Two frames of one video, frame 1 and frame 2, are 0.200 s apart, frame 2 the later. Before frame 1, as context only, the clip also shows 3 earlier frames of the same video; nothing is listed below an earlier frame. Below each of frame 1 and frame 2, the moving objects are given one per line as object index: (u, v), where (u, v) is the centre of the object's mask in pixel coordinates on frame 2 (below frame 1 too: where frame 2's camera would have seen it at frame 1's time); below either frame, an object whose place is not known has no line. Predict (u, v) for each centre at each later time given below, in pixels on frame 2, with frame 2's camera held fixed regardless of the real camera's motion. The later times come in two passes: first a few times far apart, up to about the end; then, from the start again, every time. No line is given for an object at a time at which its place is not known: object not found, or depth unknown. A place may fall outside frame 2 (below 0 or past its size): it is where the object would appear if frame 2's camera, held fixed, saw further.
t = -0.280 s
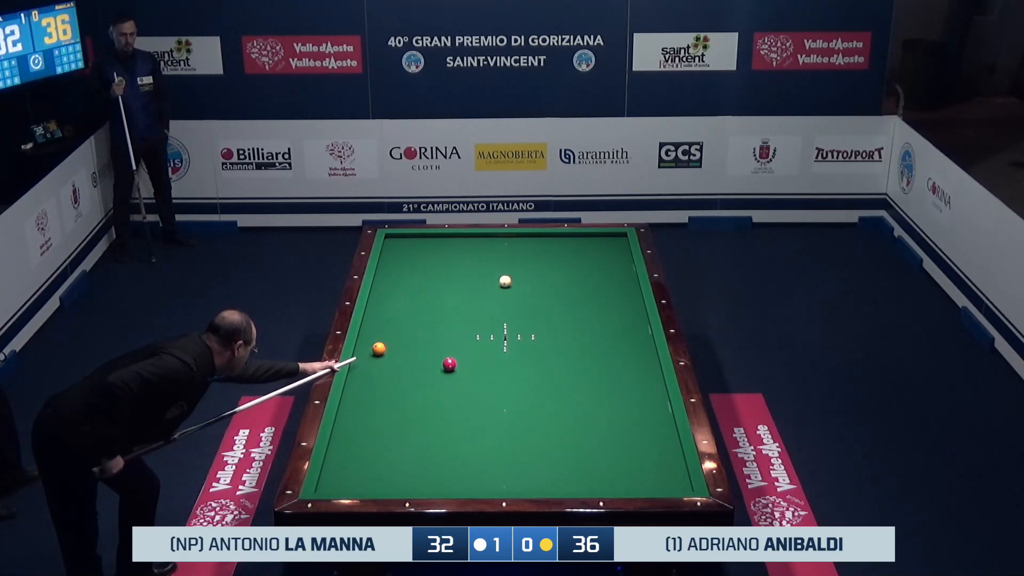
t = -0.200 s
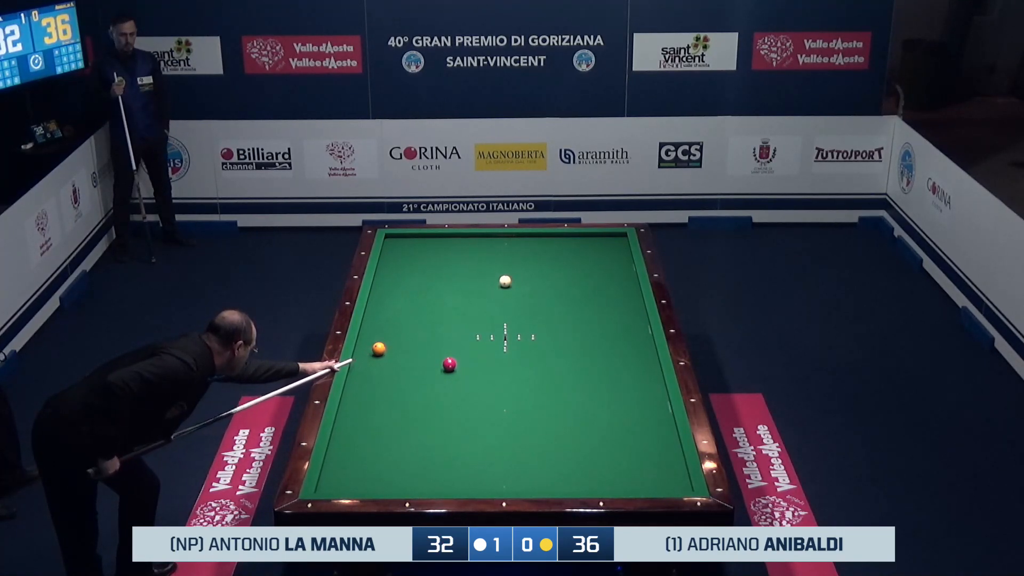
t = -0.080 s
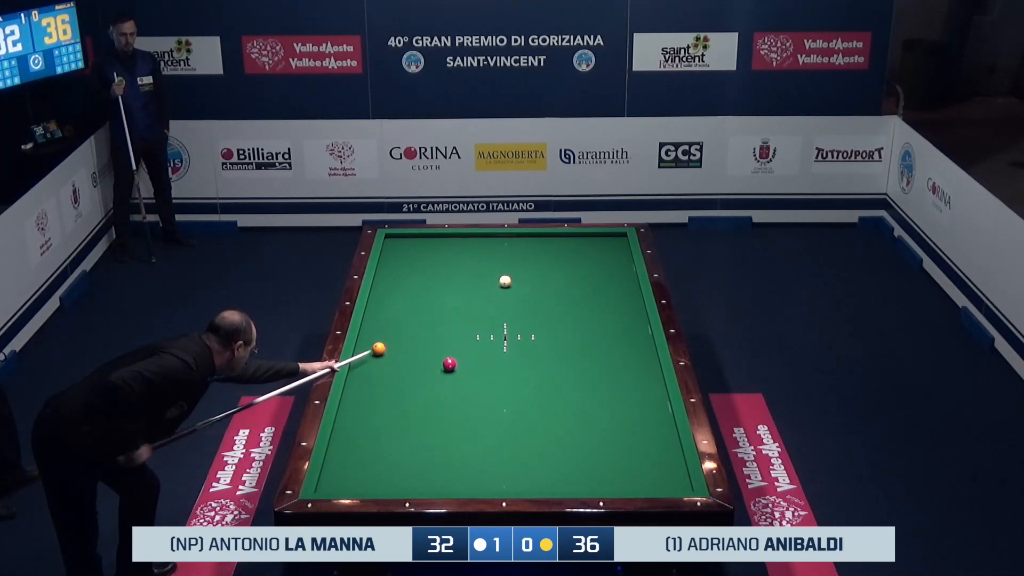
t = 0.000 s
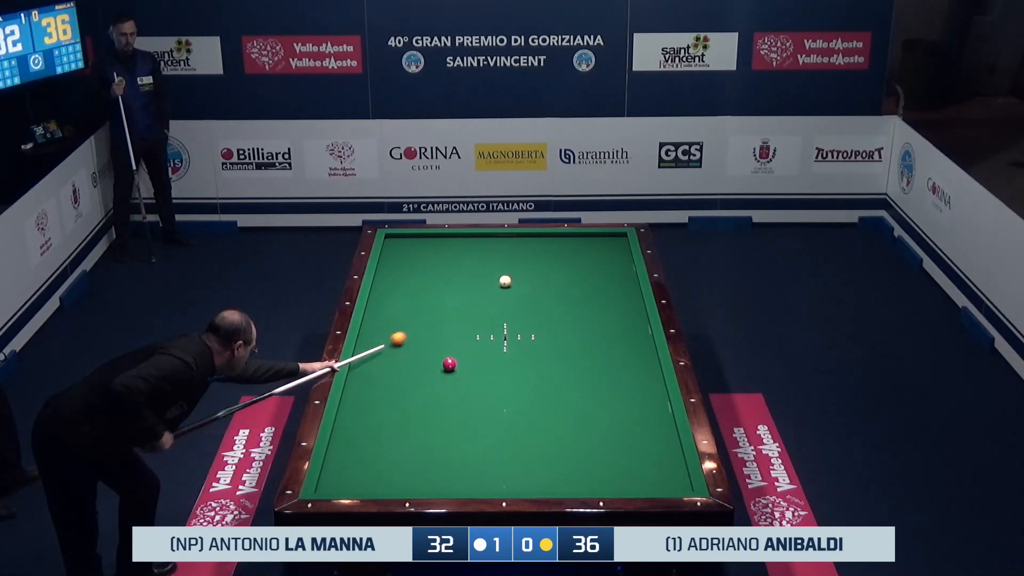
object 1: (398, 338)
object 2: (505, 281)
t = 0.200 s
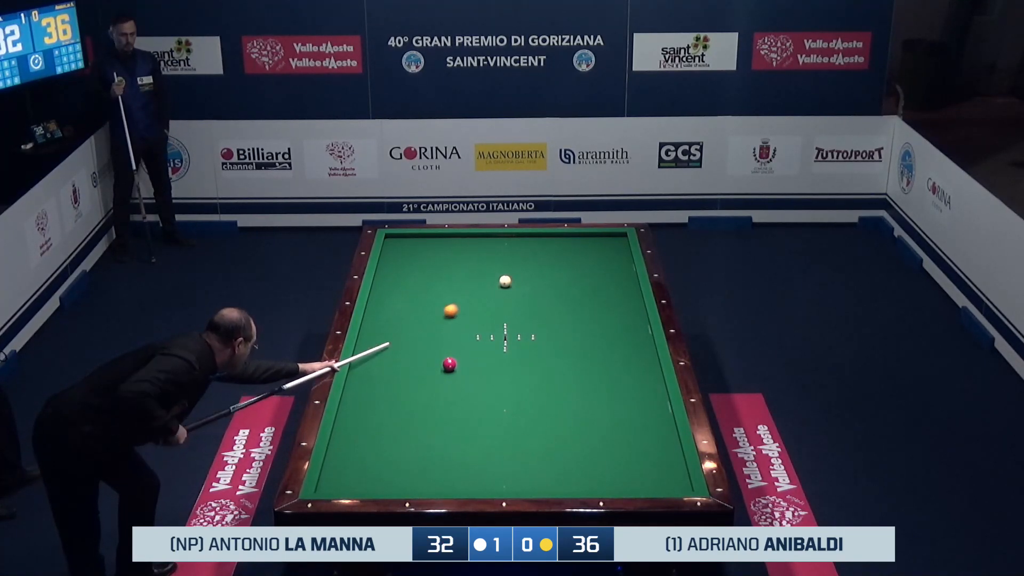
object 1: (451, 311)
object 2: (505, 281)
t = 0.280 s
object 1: (468, 302)
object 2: (505, 281)
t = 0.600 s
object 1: (504, 284)
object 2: (531, 266)
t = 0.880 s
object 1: (521, 278)
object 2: (562, 247)
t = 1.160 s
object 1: (537, 272)
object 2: (588, 236)
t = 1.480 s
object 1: (554, 266)
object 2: (613, 247)
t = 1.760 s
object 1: (568, 260)
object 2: (622, 256)
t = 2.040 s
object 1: (582, 255)
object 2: (612, 264)
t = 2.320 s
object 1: (594, 250)
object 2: (602, 273)
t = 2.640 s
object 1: (608, 245)
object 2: (590, 283)
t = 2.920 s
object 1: (619, 241)
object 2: (579, 292)
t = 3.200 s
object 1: (618, 237)
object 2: (569, 301)
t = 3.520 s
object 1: (610, 235)
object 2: (556, 312)
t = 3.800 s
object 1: (605, 237)
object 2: (545, 321)
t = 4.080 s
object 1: (599, 238)
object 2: (534, 330)
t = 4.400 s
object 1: (594, 240)
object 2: (521, 340)
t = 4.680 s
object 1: (589, 241)
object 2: (510, 350)
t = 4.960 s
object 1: (585, 242)
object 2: (498, 359)
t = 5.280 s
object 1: (581, 244)
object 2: (486, 369)
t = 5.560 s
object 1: (577, 245)
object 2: (474, 378)
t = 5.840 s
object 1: (575, 245)
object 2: (463, 387)
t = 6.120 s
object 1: (572, 246)
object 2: (452, 396)
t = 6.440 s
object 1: (569, 246)
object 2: (439, 407)
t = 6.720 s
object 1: (568, 247)
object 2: (428, 415)
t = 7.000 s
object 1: (566, 247)
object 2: (417, 424)
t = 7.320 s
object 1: (565, 247)
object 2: (405, 434)
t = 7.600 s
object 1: (565, 247)
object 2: (394, 442)
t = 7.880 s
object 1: (565, 247)
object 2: (384, 451)
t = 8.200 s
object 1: (565, 247)
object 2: (372, 460)
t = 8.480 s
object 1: (565, 247)
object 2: (363, 467)
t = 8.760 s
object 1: (565, 247)
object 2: (353, 475)
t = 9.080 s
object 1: (565, 247)
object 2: (343, 483)
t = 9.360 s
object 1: (565, 247)
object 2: (335, 487)
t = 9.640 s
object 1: (565, 247)
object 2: (331, 486)
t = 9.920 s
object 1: (565, 247)
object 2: (328, 484)
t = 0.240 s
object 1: (460, 306)
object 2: (505, 281)
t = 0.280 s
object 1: (468, 302)
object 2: (505, 281)
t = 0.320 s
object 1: (476, 297)
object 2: (505, 281)
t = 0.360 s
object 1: (485, 293)
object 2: (505, 281)
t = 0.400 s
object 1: (492, 289)
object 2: (505, 281)
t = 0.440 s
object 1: (499, 286)
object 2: (507, 279)
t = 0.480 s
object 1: (500, 285)
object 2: (513, 276)
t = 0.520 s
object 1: (501, 285)
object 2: (519, 272)
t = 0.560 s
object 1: (503, 285)
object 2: (525, 269)
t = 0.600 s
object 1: (504, 284)
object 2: (531, 266)
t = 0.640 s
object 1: (507, 284)
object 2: (536, 263)
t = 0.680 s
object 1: (509, 283)
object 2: (541, 259)
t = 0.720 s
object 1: (511, 282)
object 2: (546, 257)
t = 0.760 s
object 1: (514, 281)
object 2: (550, 254)
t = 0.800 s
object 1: (516, 280)
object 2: (554, 252)
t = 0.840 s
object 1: (518, 279)
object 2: (558, 250)
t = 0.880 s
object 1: (521, 278)
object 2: (562, 247)
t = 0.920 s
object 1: (523, 277)
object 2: (566, 245)
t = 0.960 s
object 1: (526, 276)
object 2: (570, 243)
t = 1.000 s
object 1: (528, 276)
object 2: (574, 240)
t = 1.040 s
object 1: (530, 275)
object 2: (577, 238)
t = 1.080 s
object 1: (532, 274)
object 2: (581, 236)
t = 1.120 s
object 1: (535, 273)
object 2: (585, 234)
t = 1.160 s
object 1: (537, 272)
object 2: (588, 236)
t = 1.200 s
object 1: (539, 271)
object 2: (591, 238)
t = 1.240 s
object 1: (541, 270)
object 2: (594, 239)
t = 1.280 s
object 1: (543, 270)
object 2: (597, 241)
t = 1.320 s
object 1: (546, 269)
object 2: (600, 242)
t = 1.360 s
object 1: (548, 268)
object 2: (604, 243)
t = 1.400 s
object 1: (550, 267)
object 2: (607, 245)
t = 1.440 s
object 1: (552, 266)
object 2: (610, 246)
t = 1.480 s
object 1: (554, 266)
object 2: (613, 247)
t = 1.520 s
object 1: (556, 265)
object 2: (616, 248)
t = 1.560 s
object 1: (558, 264)
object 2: (619, 249)
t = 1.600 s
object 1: (560, 263)
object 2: (623, 251)
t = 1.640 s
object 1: (562, 262)
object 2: (626, 252)
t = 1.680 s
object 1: (564, 262)
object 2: (625, 253)
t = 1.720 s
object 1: (566, 261)
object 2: (624, 254)
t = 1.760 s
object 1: (568, 260)
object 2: (622, 256)
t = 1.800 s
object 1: (570, 259)
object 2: (621, 257)
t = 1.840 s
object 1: (572, 258)
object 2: (619, 258)
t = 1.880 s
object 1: (574, 258)
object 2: (618, 259)
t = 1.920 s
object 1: (576, 257)
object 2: (616, 261)
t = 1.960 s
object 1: (578, 256)
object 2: (615, 262)
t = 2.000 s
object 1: (580, 256)
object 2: (613, 263)
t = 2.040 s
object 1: (582, 255)
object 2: (612, 264)
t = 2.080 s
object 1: (583, 254)
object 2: (611, 266)
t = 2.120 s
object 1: (585, 254)
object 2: (609, 267)
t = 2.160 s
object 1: (587, 253)
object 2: (608, 268)
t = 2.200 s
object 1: (589, 252)
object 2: (606, 269)
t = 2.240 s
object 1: (591, 251)
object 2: (605, 271)
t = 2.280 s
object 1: (593, 251)
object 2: (603, 272)
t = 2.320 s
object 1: (594, 250)
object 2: (602, 273)
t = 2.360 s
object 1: (596, 249)
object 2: (600, 274)
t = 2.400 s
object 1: (598, 249)
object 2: (599, 276)
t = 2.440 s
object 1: (599, 248)
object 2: (597, 277)
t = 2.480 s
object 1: (601, 248)
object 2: (596, 278)
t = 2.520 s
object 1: (603, 247)
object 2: (594, 279)
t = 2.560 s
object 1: (605, 246)
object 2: (593, 281)
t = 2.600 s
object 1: (607, 246)
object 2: (591, 282)
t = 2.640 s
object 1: (608, 245)
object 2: (590, 283)
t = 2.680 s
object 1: (610, 244)
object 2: (588, 284)
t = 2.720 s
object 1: (611, 244)
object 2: (587, 286)
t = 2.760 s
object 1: (613, 243)
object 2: (585, 287)
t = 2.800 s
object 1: (614, 243)
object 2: (584, 288)
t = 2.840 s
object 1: (616, 242)
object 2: (582, 290)
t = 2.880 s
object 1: (618, 241)
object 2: (581, 291)
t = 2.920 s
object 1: (619, 241)
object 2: (579, 292)
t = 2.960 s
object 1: (621, 240)
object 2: (578, 293)
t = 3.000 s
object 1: (622, 240)
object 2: (576, 295)
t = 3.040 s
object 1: (622, 239)
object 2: (575, 296)
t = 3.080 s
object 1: (622, 238)
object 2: (573, 297)
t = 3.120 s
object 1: (620, 238)
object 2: (572, 299)
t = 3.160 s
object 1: (619, 238)
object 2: (570, 300)
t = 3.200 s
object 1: (618, 237)
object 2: (569, 301)
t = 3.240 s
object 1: (617, 237)
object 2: (567, 302)
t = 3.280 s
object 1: (616, 236)
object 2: (565, 304)
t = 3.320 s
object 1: (615, 236)
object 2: (564, 305)
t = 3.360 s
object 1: (614, 235)
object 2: (562, 306)
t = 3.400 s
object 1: (613, 235)
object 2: (561, 308)
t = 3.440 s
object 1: (612, 235)
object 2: (559, 309)
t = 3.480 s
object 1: (611, 235)
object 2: (558, 310)
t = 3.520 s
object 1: (610, 235)
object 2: (556, 312)
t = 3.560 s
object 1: (610, 235)
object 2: (554, 313)
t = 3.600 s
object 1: (609, 235)
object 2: (553, 314)
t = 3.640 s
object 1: (608, 235)
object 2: (551, 316)
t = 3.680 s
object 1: (607, 236)
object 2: (550, 317)
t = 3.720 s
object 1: (606, 236)
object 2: (548, 318)
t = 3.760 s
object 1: (606, 236)
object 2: (547, 319)
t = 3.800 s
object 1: (605, 237)
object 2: (545, 321)
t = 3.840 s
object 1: (604, 237)
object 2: (543, 322)
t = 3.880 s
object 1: (603, 237)
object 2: (542, 323)
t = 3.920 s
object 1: (603, 237)
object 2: (540, 325)
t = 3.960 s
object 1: (602, 237)
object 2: (539, 326)
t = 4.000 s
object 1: (601, 238)
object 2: (537, 327)
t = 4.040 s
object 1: (600, 238)
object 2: (536, 329)
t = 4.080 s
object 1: (599, 238)
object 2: (534, 330)
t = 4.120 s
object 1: (599, 238)
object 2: (532, 331)
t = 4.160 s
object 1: (598, 238)
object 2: (531, 333)
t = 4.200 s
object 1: (597, 239)
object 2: (529, 334)
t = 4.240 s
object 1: (596, 239)
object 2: (528, 335)
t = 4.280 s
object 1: (596, 239)
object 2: (526, 336)
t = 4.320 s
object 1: (595, 239)
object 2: (524, 338)
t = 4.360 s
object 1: (594, 240)
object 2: (523, 339)
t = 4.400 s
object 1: (594, 240)
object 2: (521, 340)
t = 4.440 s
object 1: (593, 240)
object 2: (519, 341)
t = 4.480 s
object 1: (592, 240)
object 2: (518, 343)
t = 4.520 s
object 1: (592, 240)
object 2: (516, 344)
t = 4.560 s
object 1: (591, 240)
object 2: (515, 346)
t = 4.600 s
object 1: (591, 241)
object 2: (513, 347)
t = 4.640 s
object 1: (590, 241)
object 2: (512, 348)
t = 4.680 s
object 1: (589, 241)
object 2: (510, 350)
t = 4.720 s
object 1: (589, 241)
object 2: (508, 351)
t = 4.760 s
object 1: (588, 241)
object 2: (506, 352)
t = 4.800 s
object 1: (587, 242)
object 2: (505, 353)
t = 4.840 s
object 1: (587, 242)
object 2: (503, 354)
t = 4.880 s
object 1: (586, 242)
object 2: (502, 356)
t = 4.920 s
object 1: (586, 242)
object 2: (500, 357)
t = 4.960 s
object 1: (585, 242)
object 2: (498, 359)
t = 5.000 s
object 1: (585, 242)
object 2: (497, 360)
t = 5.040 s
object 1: (584, 243)
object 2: (495, 361)
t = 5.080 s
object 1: (583, 243)
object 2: (494, 362)
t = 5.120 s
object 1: (583, 243)
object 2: (492, 364)
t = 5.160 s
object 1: (582, 243)
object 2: (490, 365)
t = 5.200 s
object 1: (582, 243)
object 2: (489, 366)
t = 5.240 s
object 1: (581, 243)
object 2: (487, 368)
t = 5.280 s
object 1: (581, 244)
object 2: (486, 369)
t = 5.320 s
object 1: (580, 244)
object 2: (484, 370)
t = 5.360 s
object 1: (580, 244)
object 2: (482, 371)
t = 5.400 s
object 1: (579, 244)
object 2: (481, 373)
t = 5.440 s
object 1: (579, 244)
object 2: (480, 374)
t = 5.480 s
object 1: (578, 244)
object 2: (478, 376)
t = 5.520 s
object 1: (578, 244)
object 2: (476, 377)
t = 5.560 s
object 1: (577, 245)
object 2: (474, 378)
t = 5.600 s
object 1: (577, 245)
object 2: (473, 379)
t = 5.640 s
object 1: (577, 245)
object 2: (471, 381)
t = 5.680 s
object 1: (576, 245)
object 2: (470, 382)
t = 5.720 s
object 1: (576, 245)
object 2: (468, 384)
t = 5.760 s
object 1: (575, 245)
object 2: (467, 385)
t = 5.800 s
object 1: (575, 245)
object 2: (465, 386)
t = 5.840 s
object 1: (575, 245)
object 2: (463, 387)
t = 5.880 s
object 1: (574, 245)
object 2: (462, 389)
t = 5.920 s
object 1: (574, 245)
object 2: (460, 390)
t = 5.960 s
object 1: (573, 245)
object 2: (459, 391)
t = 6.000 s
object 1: (573, 246)
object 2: (457, 393)
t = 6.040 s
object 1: (572, 246)
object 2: (455, 394)
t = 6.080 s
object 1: (572, 246)
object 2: (453, 395)
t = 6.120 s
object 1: (572, 246)
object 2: (452, 396)
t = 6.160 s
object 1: (571, 246)
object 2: (450, 398)
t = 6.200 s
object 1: (571, 246)
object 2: (449, 399)
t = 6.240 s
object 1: (571, 246)
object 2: (447, 400)
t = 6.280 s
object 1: (570, 246)
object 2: (446, 401)
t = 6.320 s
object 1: (570, 246)
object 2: (444, 403)
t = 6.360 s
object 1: (570, 246)
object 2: (443, 404)
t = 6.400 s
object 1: (569, 246)
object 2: (441, 405)
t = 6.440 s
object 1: (569, 246)
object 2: (439, 407)
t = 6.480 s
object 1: (569, 246)
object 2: (438, 408)
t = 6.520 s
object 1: (569, 246)
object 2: (436, 409)
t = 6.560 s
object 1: (569, 246)
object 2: (435, 410)
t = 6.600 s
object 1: (568, 247)
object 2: (433, 412)
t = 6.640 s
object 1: (568, 247)
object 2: (431, 413)
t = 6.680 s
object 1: (568, 247)
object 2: (430, 414)
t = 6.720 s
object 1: (568, 247)
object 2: (428, 415)
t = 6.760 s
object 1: (567, 247)
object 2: (427, 417)
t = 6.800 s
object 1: (567, 247)
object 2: (425, 418)
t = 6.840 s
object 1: (567, 247)
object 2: (424, 419)
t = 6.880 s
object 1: (567, 247)
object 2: (422, 420)
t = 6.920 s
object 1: (566, 247)
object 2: (420, 422)
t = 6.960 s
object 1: (566, 247)
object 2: (419, 423)
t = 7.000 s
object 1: (566, 247)
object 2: (417, 424)
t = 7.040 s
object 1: (566, 247)
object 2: (416, 425)
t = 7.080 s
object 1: (566, 247)
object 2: (414, 427)
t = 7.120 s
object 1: (566, 247)
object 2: (413, 428)
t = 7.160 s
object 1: (566, 247)
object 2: (411, 429)
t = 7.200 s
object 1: (566, 247)
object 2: (410, 430)
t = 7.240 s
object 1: (565, 247)
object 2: (408, 431)
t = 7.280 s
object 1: (565, 247)
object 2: (407, 433)
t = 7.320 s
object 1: (565, 247)
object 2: (405, 434)
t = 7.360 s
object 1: (565, 247)
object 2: (403, 435)
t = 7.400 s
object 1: (565, 247)
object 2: (402, 436)
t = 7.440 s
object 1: (565, 247)
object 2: (400, 437)
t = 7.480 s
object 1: (565, 247)
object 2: (399, 439)
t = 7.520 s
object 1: (565, 247)
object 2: (397, 440)
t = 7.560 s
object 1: (565, 247)
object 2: (396, 441)
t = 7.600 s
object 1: (565, 247)
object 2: (394, 442)
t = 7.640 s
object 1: (565, 247)
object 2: (393, 444)
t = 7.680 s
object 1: (565, 247)
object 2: (391, 444)
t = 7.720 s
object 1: (565, 247)
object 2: (390, 446)
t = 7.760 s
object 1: (565, 247)
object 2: (388, 447)
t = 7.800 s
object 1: (565, 247)
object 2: (387, 448)
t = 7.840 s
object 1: (565, 247)
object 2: (385, 449)
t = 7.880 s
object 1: (565, 247)
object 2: (384, 451)
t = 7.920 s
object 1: (565, 247)
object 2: (382, 452)
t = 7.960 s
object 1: (565, 247)
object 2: (381, 452)
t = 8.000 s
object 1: (565, 247)
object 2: (380, 454)
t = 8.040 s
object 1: (565, 247)
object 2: (378, 455)
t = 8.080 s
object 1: (565, 247)
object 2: (377, 456)
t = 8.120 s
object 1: (565, 247)
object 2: (375, 457)
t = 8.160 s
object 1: (565, 247)
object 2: (374, 458)
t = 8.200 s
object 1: (565, 247)
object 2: (372, 460)
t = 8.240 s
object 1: (565, 247)
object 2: (371, 461)
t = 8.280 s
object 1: (565, 247)
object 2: (370, 462)
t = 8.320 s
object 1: (565, 247)
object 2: (368, 463)
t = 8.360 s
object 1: (565, 247)
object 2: (367, 464)
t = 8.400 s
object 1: (565, 247)
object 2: (365, 465)
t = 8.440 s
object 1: (565, 247)
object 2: (364, 466)
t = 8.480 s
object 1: (565, 247)
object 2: (363, 467)
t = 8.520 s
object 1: (565, 247)
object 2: (361, 469)
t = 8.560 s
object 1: (565, 247)
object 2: (360, 469)
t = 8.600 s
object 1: (565, 247)
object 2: (358, 470)
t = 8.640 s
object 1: (565, 247)
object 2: (357, 472)
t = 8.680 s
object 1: (565, 247)
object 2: (356, 473)
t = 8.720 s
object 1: (565, 247)
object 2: (355, 474)
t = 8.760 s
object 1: (565, 247)
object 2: (353, 475)
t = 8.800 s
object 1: (565, 247)
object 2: (352, 475)
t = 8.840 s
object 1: (565, 247)
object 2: (351, 477)
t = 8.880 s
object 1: (565, 247)
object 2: (349, 478)
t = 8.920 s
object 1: (565, 247)
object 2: (348, 479)
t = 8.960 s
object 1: (565, 247)
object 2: (347, 480)
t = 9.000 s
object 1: (565, 247)
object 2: (345, 481)
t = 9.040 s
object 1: (565, 247)
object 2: (344, 482)
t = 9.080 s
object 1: (565, 247)
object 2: (343, 483)
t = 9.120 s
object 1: (565, 247)
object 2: (342, 484)
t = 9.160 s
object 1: (565, 247)
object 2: (341, 484)
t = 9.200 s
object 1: (565, 247)
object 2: (340, 485)
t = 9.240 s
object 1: (565, 247)
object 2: (338, 485)
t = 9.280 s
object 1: (565, 247)
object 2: (338, 486)
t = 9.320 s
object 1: (565, 247)
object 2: (337, 486)
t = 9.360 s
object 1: (565, 247)
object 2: (335, 487)
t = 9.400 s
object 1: (565, 247)
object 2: (334, 488)
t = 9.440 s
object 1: (565, 247)
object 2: (333, 488)
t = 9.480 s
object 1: (565, 247)
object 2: (333, 487)
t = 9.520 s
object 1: (565, 247)
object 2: (332, 487)
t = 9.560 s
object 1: (565, 247)
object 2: (332, 487)
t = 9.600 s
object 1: (565, 247)
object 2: (332, 486)
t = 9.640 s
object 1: (565, 247)
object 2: (331, 486)
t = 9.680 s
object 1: (565, 247)
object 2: (331, 486)
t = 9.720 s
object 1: (565, 247)
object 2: (330, 486)
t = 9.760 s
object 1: (565, 247)
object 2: (330, 485)
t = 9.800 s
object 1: (565, 247)
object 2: (330, 485)
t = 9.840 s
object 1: (565, 247)
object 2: (329, 485)
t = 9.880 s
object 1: (565, 247)
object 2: (329, 485)
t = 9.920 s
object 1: (565, 247)
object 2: (328, 484)
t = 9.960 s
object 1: (565, 247)
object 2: (328, 484)
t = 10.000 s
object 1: (565, 247)
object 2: (327, 484)
